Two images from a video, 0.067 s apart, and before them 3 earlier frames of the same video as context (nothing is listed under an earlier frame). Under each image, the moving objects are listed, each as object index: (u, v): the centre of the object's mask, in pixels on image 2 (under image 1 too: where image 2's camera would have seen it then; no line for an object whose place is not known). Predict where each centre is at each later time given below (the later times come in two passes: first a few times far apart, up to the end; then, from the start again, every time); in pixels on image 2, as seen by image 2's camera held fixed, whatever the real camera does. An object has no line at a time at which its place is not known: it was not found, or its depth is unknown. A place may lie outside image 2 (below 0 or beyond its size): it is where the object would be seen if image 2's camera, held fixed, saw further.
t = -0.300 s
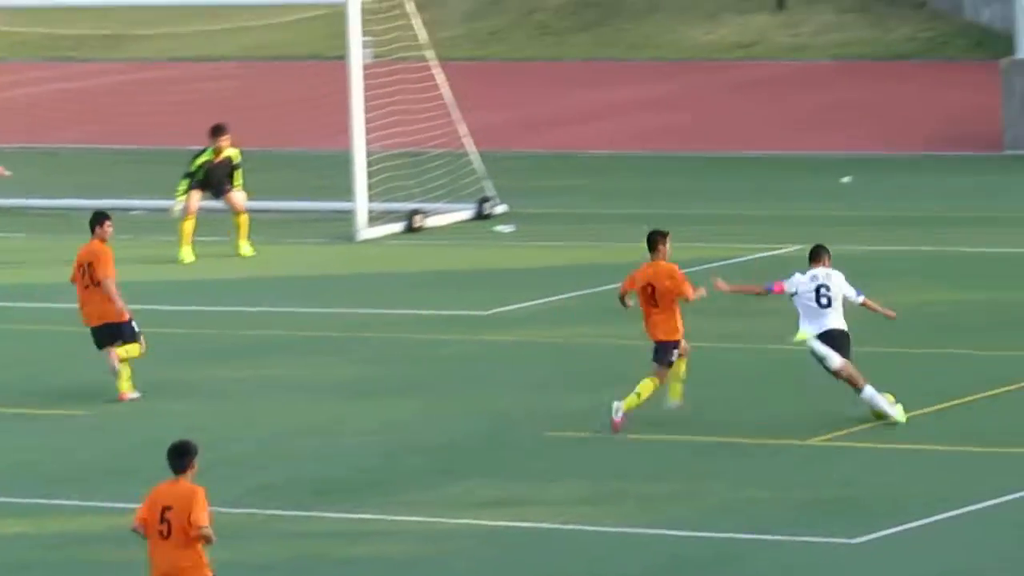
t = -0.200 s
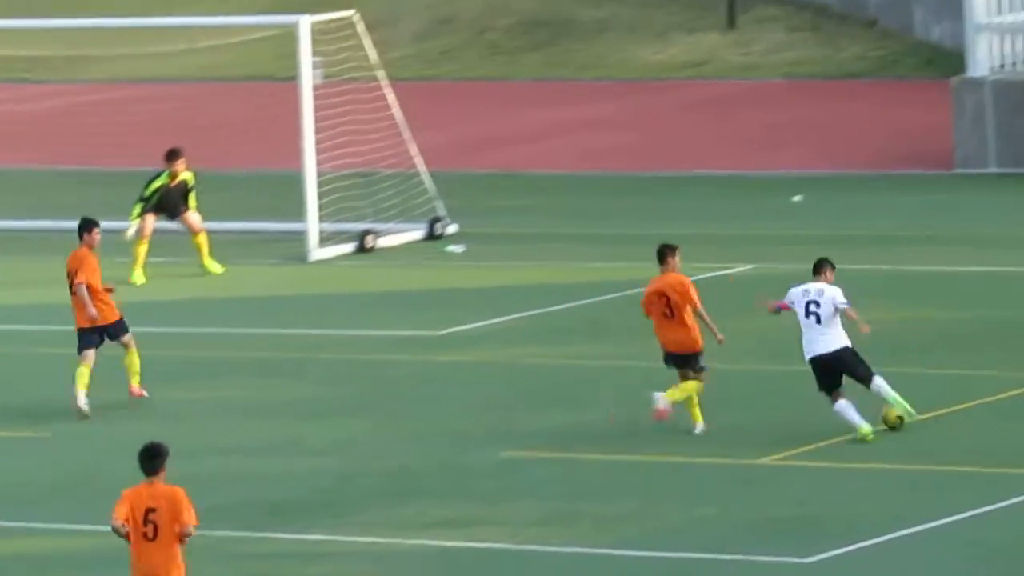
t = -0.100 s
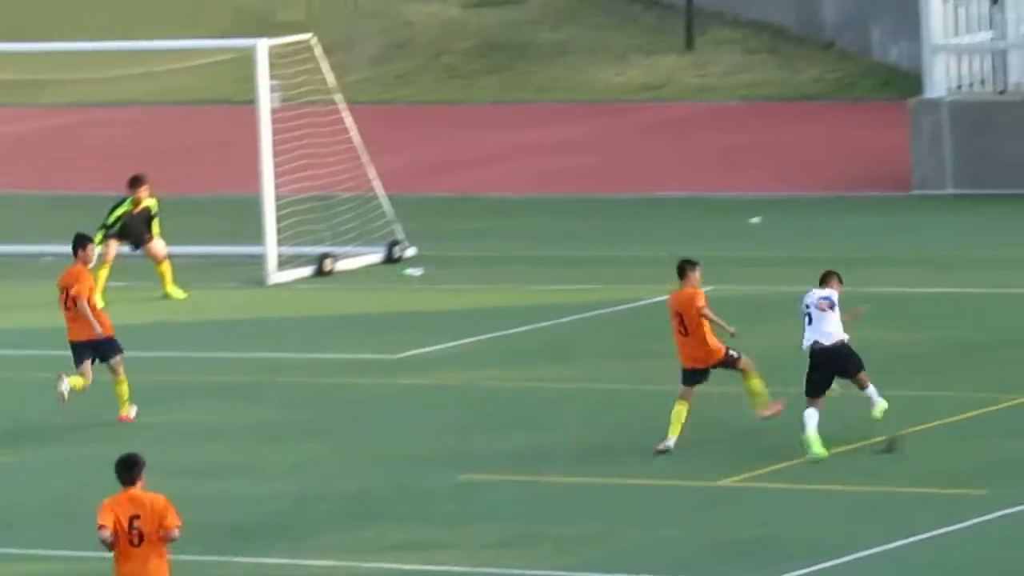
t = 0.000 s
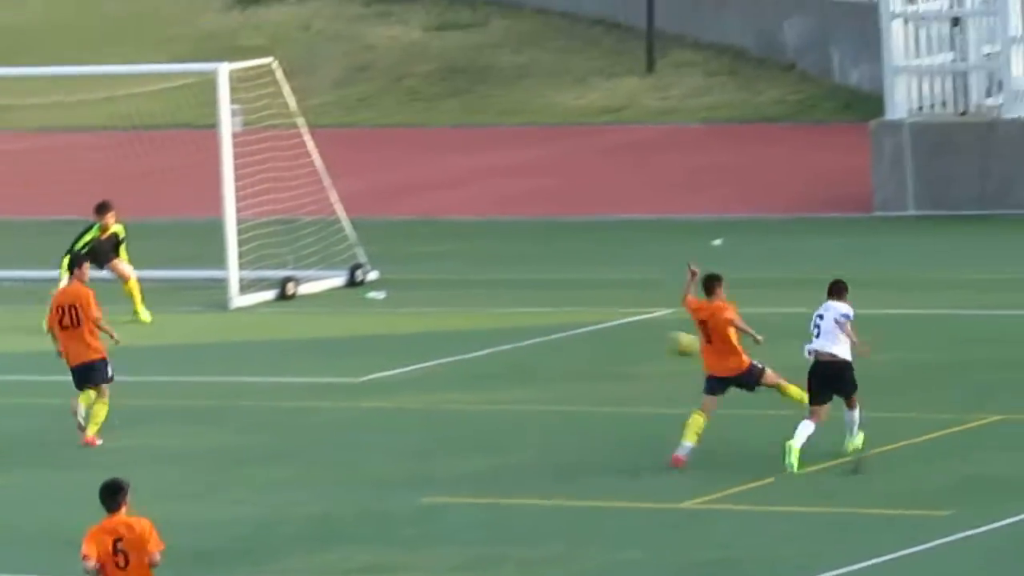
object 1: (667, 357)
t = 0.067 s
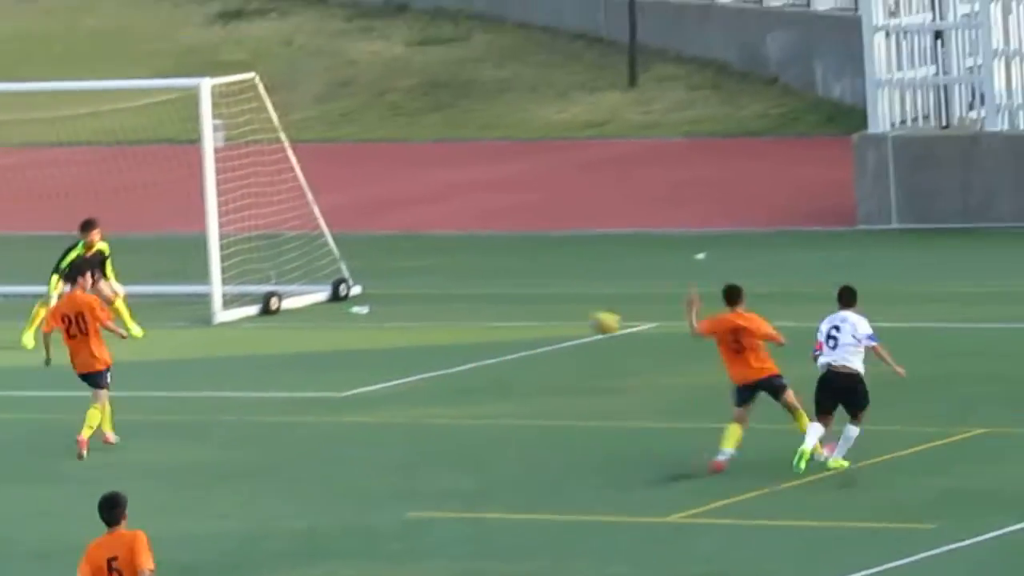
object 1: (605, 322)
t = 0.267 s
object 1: (426, 247)
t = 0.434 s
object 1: (288, 222)
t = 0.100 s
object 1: (574, 307)
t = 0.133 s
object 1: (544, 292)
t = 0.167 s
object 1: (514, 278)
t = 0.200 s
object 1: (485, 267)
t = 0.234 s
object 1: (456, 256)
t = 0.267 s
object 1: (426, 247)
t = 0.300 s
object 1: (398, 239)
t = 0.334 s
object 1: (371, 233)
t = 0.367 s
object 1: (343, 228)
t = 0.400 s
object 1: (315, 226)
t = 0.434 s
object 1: (288, 222)
